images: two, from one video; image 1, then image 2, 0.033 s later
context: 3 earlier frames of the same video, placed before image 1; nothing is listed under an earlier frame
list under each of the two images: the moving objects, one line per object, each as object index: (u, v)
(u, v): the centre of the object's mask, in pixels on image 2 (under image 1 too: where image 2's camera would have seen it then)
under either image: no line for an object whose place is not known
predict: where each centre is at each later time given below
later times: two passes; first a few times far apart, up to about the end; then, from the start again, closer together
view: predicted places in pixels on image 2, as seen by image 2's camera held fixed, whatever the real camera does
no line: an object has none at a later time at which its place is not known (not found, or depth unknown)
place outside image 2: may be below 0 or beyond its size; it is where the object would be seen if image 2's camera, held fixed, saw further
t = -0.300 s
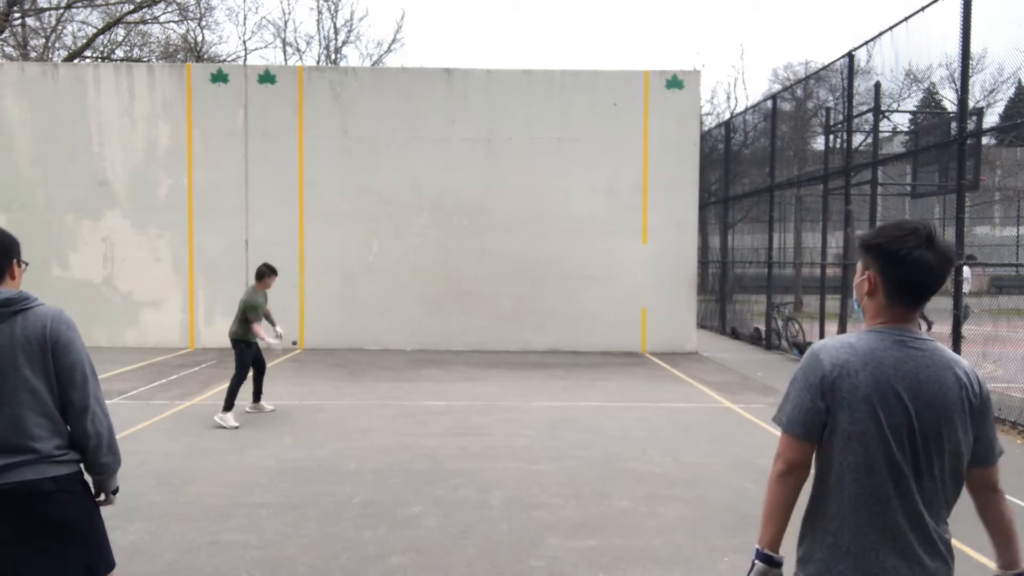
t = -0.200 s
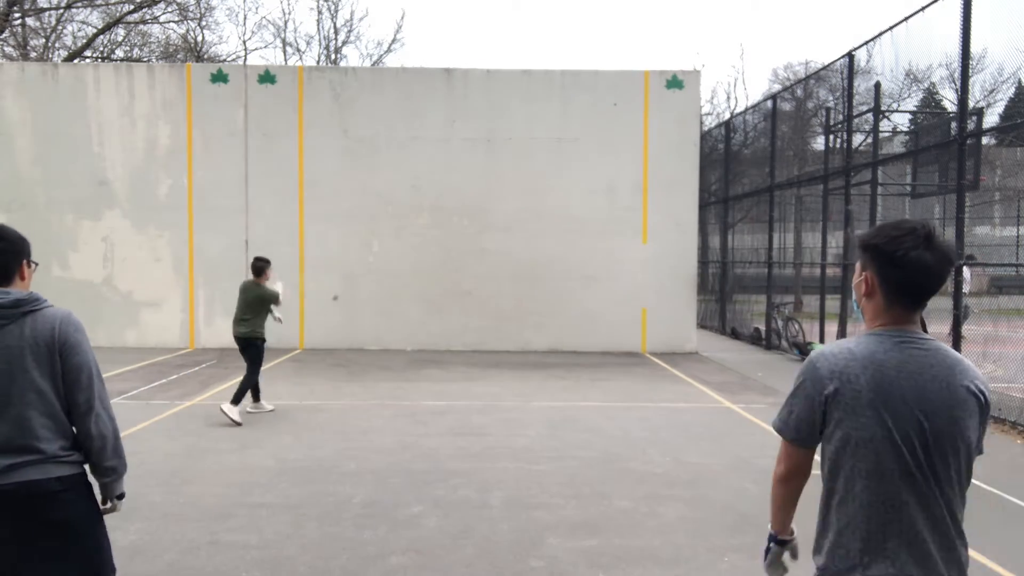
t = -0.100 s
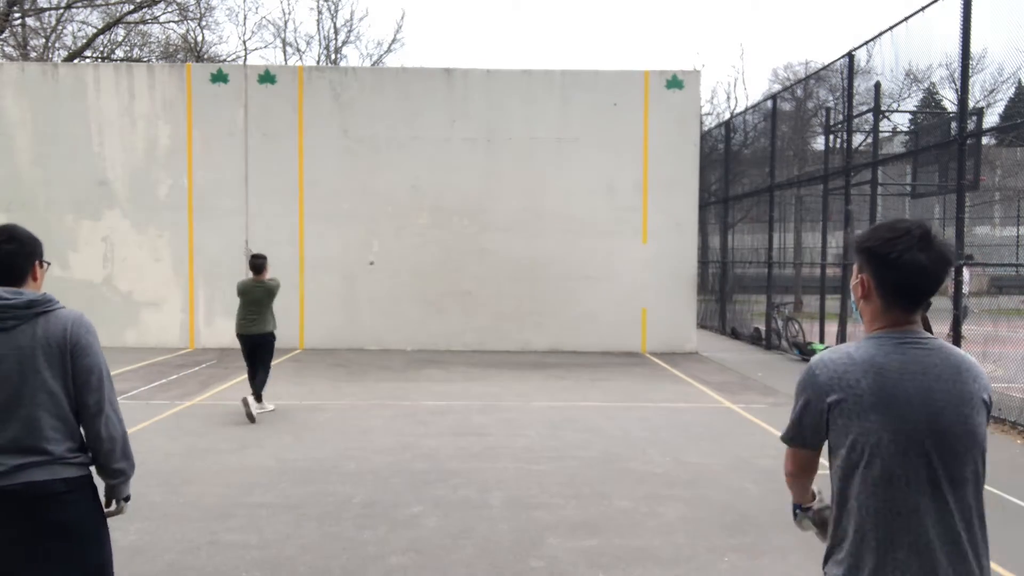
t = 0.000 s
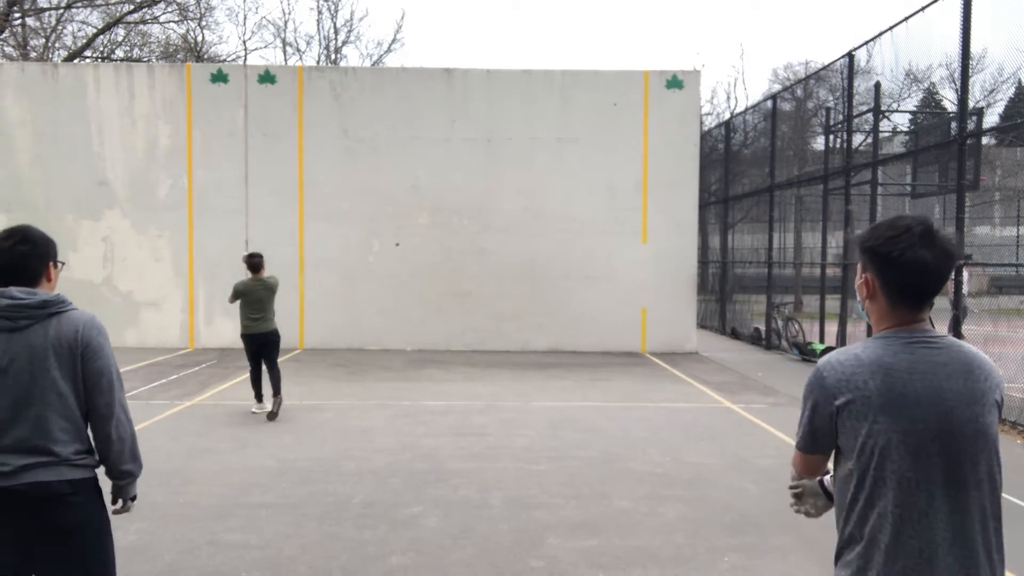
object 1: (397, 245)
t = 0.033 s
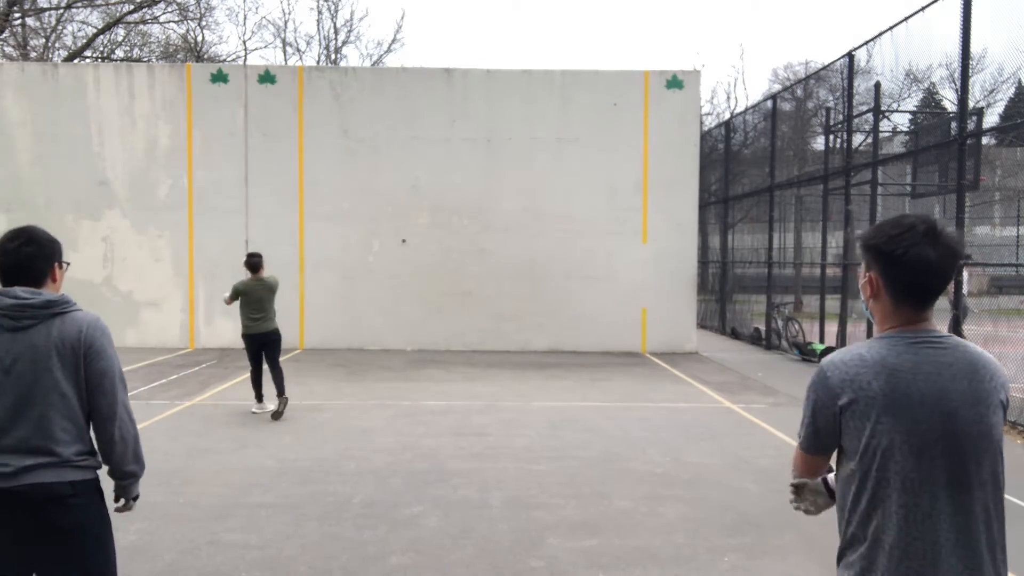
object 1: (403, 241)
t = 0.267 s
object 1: (398, 227)
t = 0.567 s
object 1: (389, 269)
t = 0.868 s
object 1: (372, 473)
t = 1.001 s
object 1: (366, 469)
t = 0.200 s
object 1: (400, 228)
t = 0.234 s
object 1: (399, 227)
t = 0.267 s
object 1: (398, 227)
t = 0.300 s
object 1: (397, 227)
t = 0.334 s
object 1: (396, 228)
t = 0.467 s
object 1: (392, 244)
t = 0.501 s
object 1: (391, 251)
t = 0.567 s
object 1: (389, 269)
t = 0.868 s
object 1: (372, 473)
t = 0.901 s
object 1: (369, 517)
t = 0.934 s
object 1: (368, 504)
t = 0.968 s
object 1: (367, 486)
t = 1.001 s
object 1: (366, 469)
